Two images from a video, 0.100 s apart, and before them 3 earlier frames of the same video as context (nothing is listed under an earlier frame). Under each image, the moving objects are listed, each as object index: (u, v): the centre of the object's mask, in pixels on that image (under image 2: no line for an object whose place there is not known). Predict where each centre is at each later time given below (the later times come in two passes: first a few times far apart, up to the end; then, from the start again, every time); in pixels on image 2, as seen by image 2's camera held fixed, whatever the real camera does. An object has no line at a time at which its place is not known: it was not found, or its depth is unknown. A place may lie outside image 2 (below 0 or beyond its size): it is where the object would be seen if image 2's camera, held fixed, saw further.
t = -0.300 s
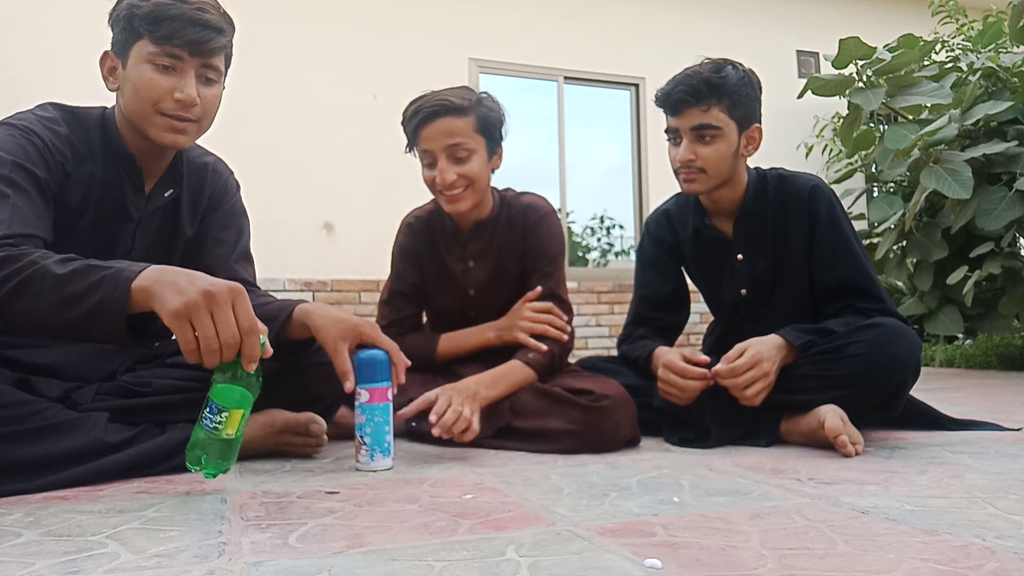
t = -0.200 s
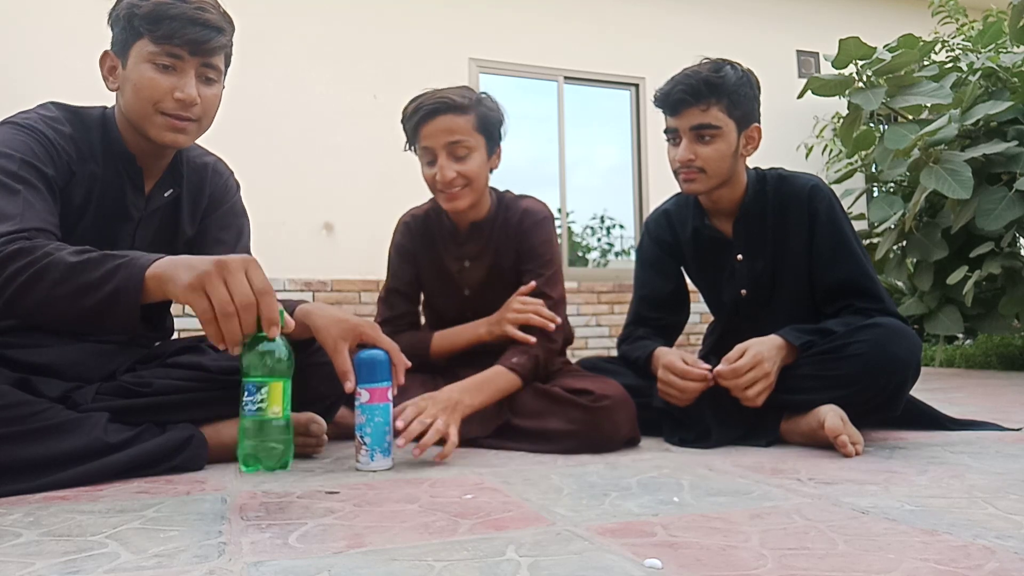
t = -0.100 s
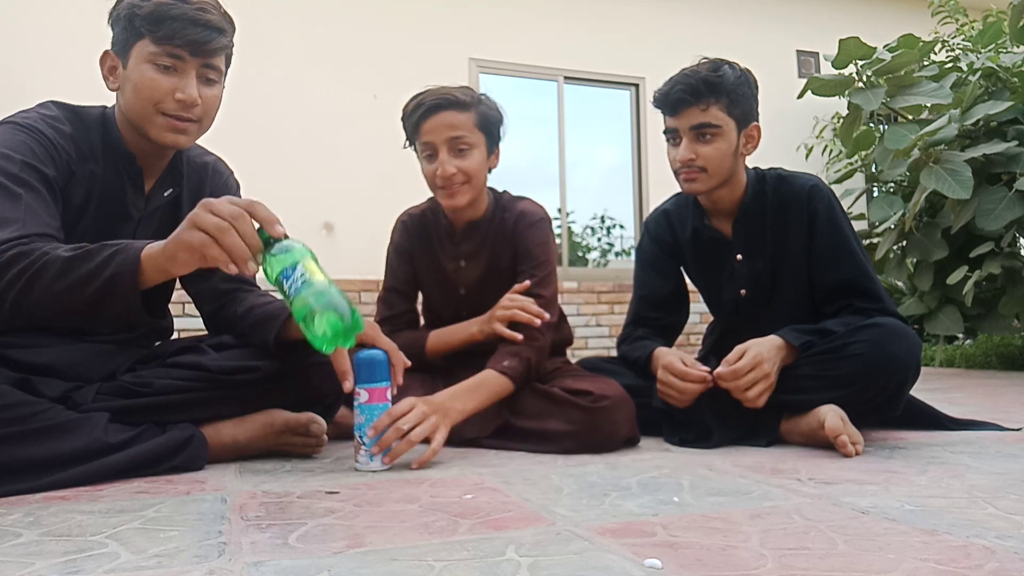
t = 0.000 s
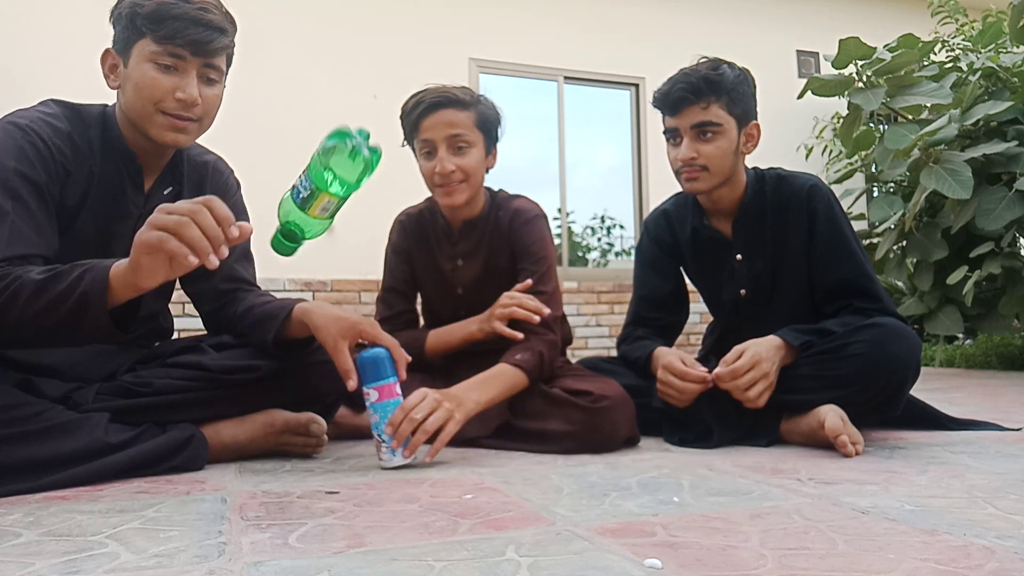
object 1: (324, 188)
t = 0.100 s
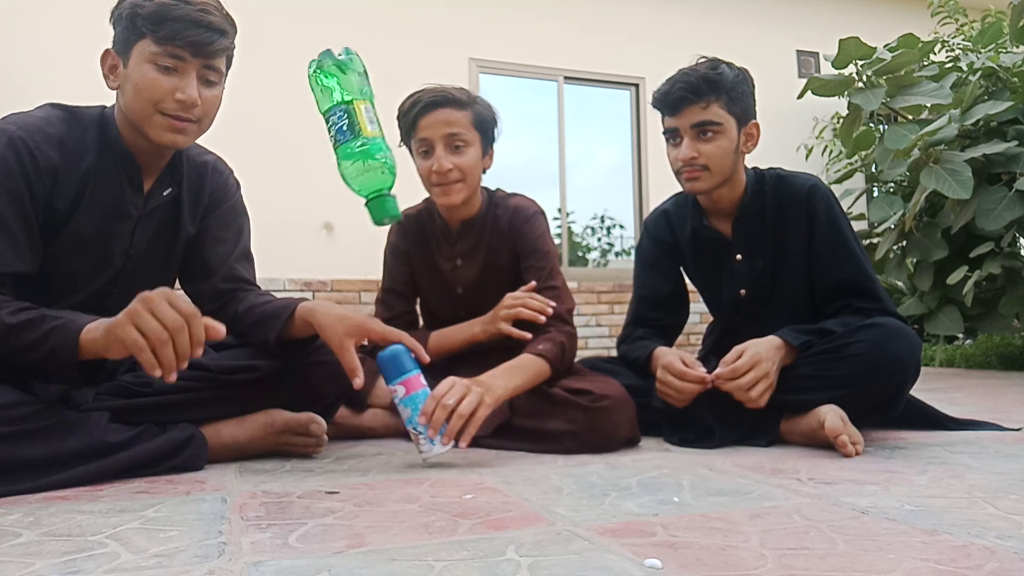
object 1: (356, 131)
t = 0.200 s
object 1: (375, 143)
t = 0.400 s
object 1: (425, 516)
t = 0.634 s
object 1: (460, 511)
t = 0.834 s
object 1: (493, 509)
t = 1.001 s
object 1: (521, 506)
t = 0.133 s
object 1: (362, 122)
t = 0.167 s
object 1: (368, 126)
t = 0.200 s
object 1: (375, 143)
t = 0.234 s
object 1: (382, 174)
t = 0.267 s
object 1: (389, 220)
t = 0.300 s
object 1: (395, 281)
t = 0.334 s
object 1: (399, 359)
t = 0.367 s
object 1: (406, 454)
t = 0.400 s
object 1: (425, 516)
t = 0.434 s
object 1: (428, 507)
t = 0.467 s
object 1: (434, 503)
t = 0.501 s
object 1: (439, 506)
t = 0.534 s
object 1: (443, 513)
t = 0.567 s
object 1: (449, 512)
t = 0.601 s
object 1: (454, 512)
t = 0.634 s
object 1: (460, 511)
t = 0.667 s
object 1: (466, 511)
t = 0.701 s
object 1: (472, 511)
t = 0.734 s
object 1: (477, 510)
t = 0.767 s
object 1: (482, 510)
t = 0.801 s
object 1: (487, 509)
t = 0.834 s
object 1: (493, 509)
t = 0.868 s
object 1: (500, 509)
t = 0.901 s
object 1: (506, 508)
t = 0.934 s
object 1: (511, 507)
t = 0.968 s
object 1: (516, 507)
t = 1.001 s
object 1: (521, 506)
